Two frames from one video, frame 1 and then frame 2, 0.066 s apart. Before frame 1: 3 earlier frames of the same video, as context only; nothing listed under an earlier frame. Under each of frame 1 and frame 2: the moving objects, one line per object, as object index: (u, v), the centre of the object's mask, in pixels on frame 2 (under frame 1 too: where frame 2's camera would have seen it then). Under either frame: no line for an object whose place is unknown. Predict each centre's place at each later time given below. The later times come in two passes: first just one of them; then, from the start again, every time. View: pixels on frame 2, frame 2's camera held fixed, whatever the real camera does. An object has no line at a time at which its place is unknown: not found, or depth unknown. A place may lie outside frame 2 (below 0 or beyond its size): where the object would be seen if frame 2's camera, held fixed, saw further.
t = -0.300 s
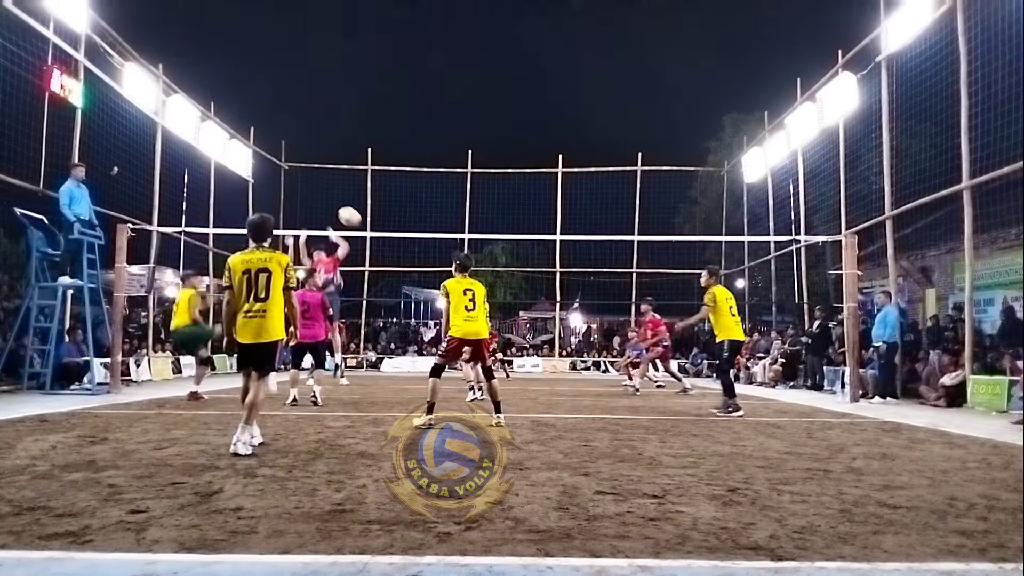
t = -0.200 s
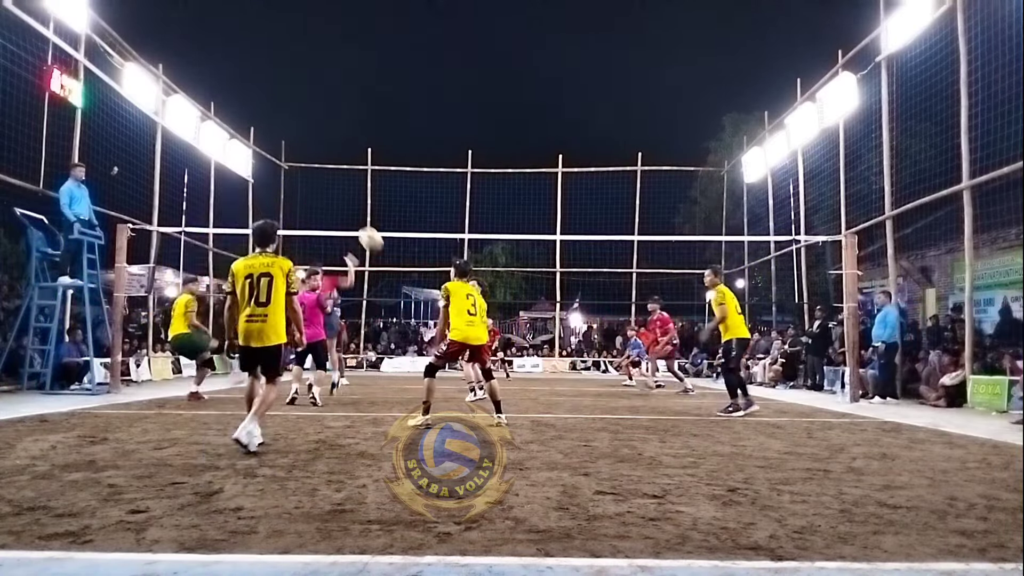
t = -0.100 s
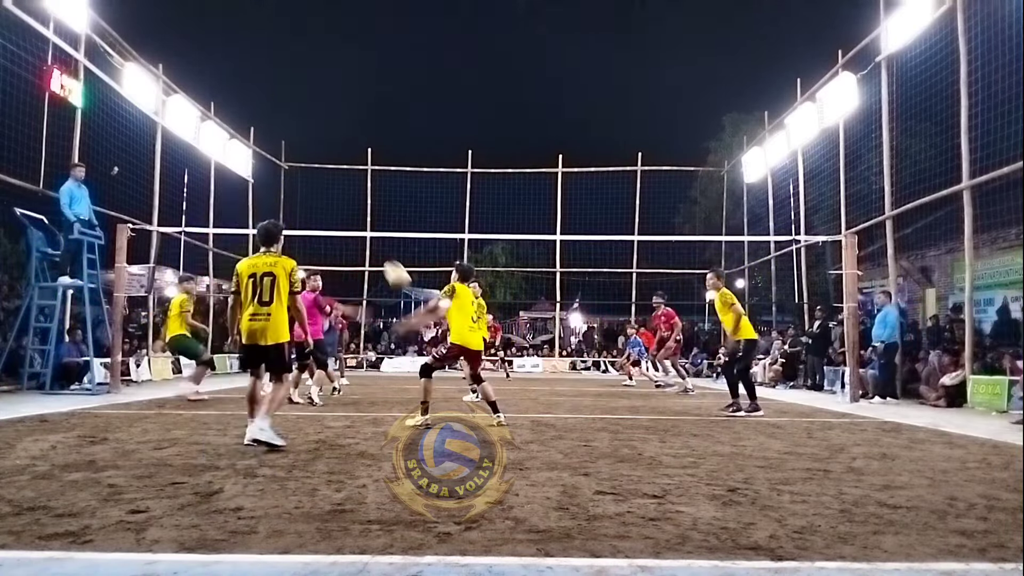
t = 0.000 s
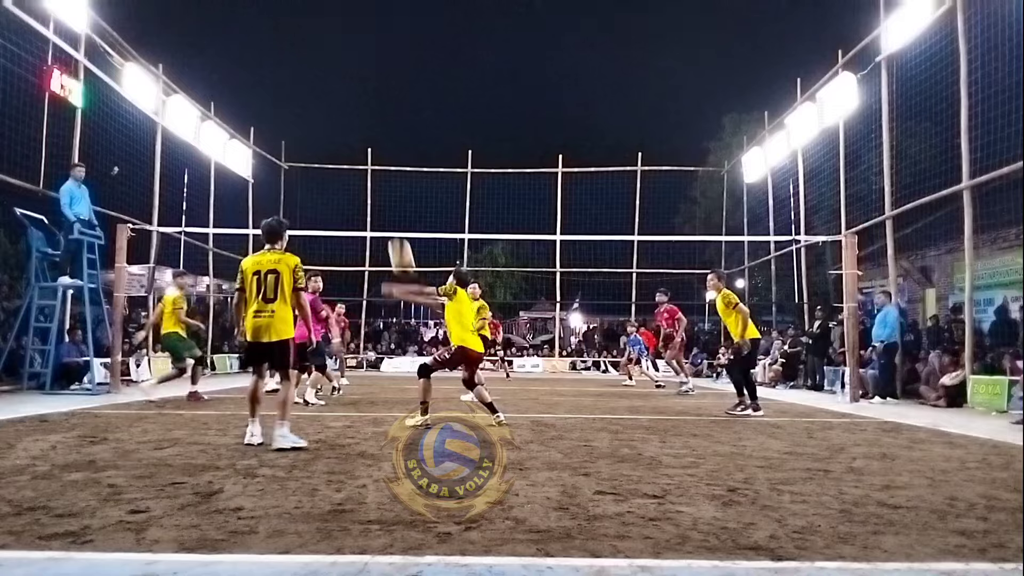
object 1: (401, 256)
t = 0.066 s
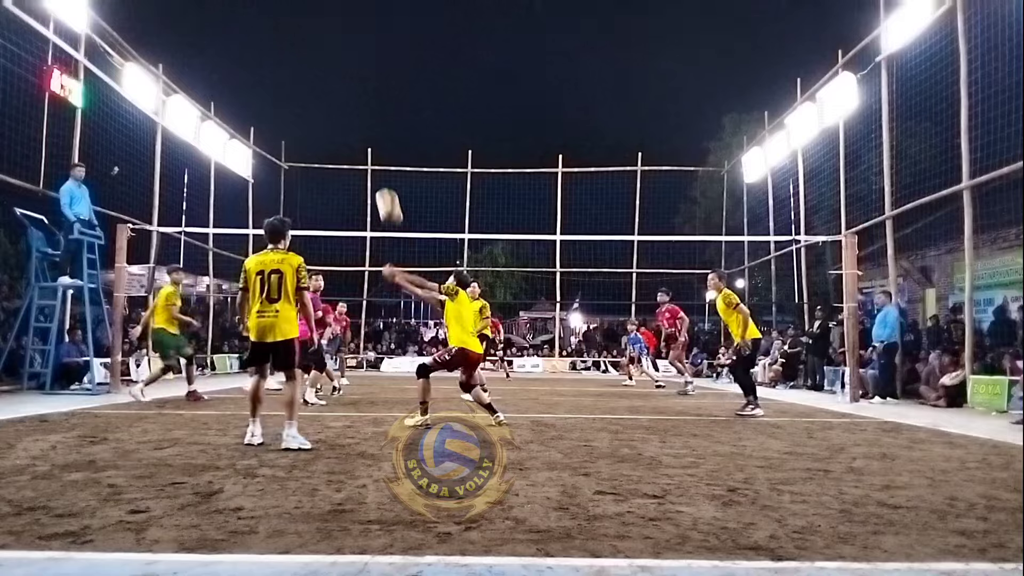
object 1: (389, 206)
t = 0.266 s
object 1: (355, 87)
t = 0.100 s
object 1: (383, 185)
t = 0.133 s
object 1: (377, 162)
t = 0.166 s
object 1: (371, 141)
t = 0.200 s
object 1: (366, 121)
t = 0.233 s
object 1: (360, 104)
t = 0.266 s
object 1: (355, 87)
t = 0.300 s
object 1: (349, 70)
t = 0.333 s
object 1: (344, 56)
